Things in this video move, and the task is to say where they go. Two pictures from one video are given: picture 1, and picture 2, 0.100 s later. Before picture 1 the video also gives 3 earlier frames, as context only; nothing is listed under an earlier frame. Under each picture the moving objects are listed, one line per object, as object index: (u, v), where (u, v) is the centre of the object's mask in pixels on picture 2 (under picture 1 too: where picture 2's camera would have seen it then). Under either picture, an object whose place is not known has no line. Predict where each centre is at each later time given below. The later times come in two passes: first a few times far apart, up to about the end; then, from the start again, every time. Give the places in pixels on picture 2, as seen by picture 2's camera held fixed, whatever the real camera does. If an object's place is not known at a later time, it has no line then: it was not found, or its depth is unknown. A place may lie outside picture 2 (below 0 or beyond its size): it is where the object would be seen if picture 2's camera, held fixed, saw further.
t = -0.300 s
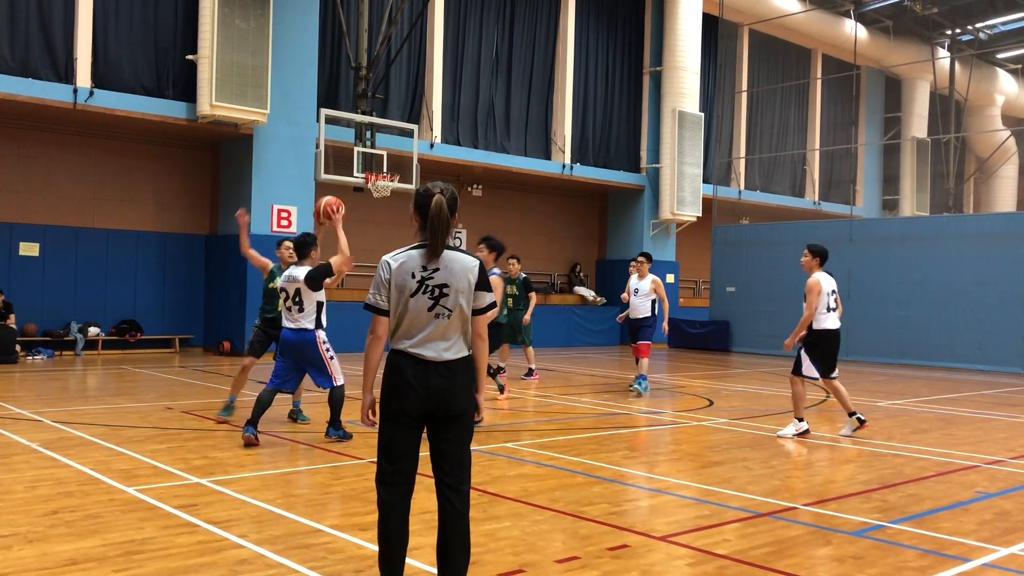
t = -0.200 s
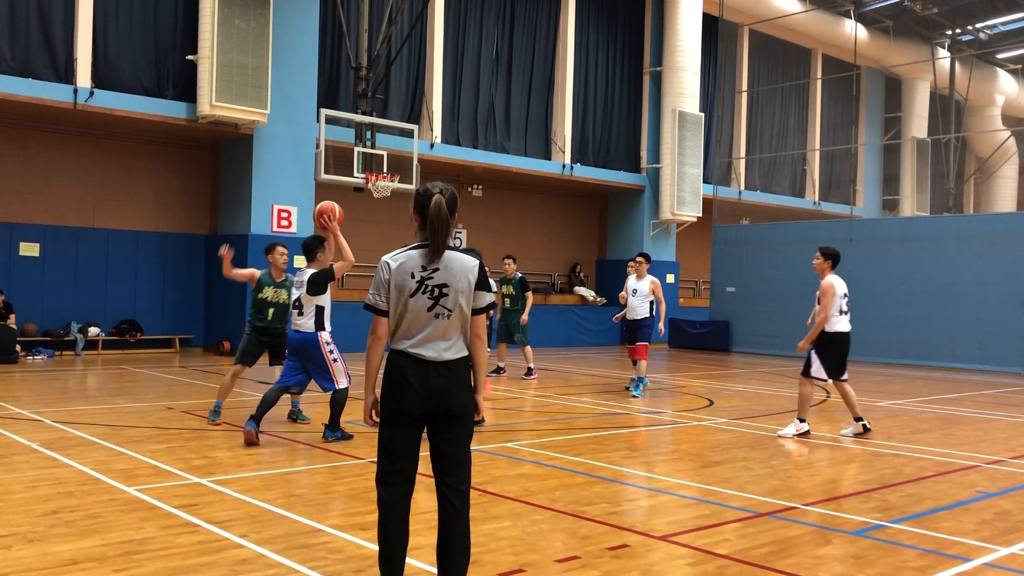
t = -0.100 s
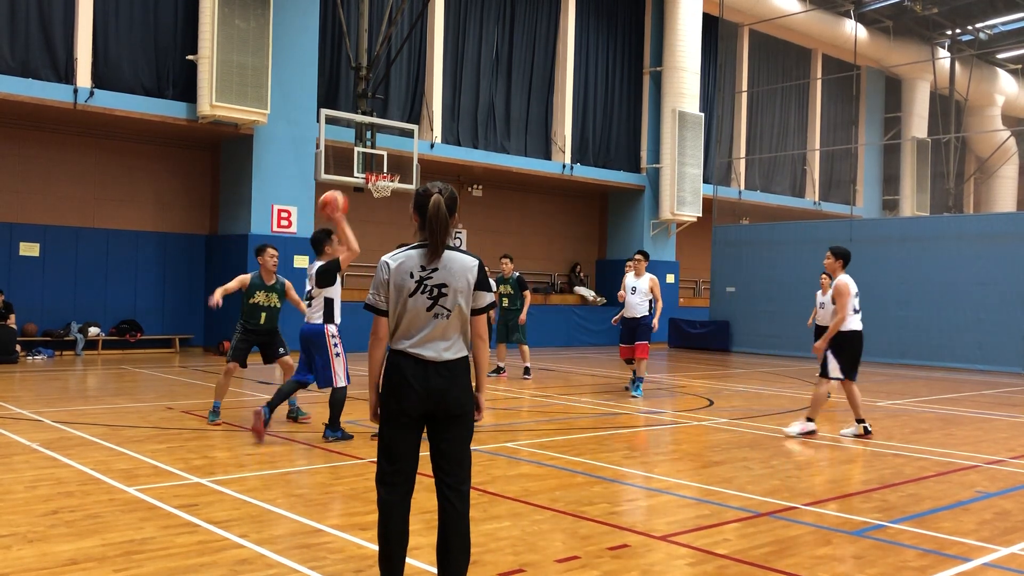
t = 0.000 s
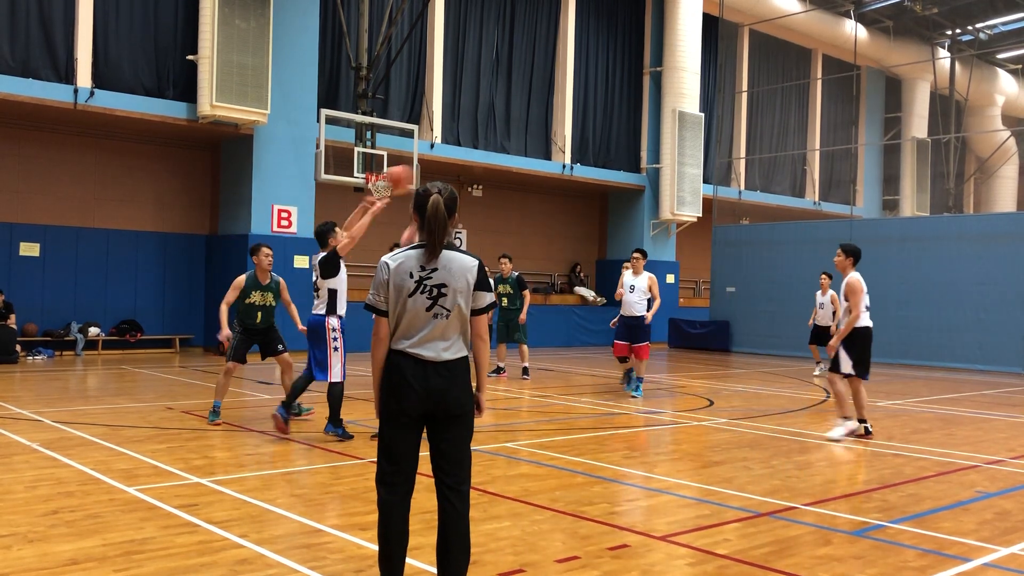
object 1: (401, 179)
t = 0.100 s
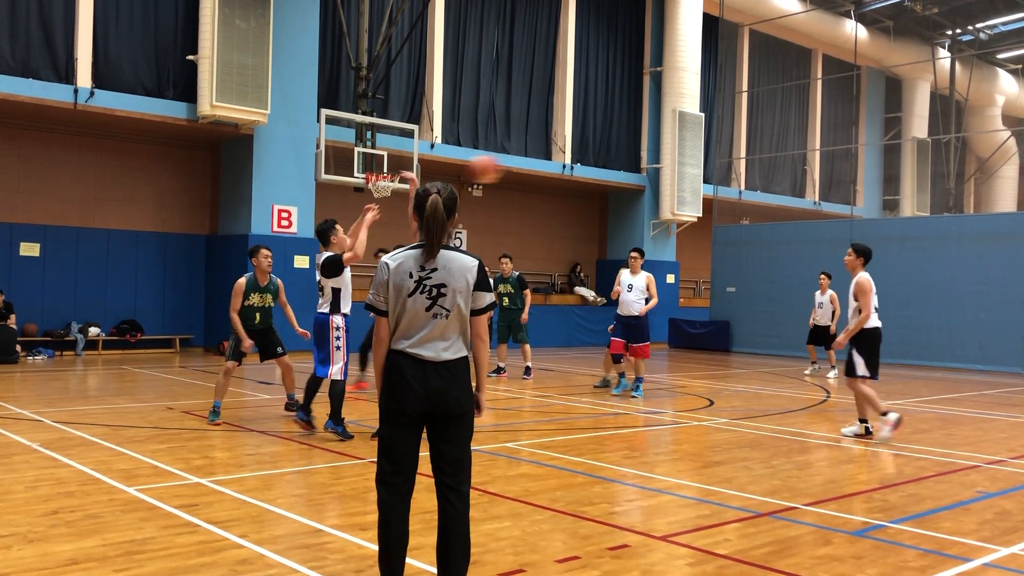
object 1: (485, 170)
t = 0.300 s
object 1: (644, 181)
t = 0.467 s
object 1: (766, 224)
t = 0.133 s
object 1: (512, 169)
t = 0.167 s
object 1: (540, 168)
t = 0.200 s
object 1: (567, 170)
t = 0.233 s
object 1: (593, 172)
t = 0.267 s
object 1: (620, 174)
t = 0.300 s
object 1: (644, 181)
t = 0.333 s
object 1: (668, 187)
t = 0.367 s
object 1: (695, 195)
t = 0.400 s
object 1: (720, 205)
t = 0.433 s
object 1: (742, 213)
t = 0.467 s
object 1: (766, 224)
